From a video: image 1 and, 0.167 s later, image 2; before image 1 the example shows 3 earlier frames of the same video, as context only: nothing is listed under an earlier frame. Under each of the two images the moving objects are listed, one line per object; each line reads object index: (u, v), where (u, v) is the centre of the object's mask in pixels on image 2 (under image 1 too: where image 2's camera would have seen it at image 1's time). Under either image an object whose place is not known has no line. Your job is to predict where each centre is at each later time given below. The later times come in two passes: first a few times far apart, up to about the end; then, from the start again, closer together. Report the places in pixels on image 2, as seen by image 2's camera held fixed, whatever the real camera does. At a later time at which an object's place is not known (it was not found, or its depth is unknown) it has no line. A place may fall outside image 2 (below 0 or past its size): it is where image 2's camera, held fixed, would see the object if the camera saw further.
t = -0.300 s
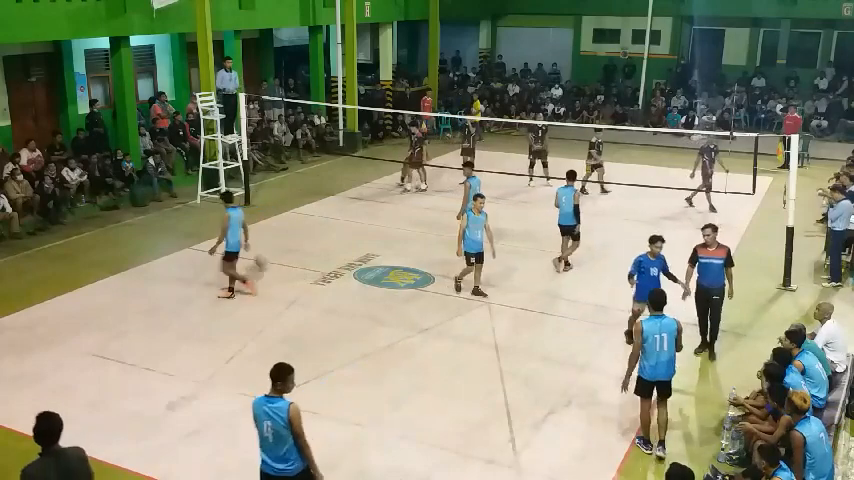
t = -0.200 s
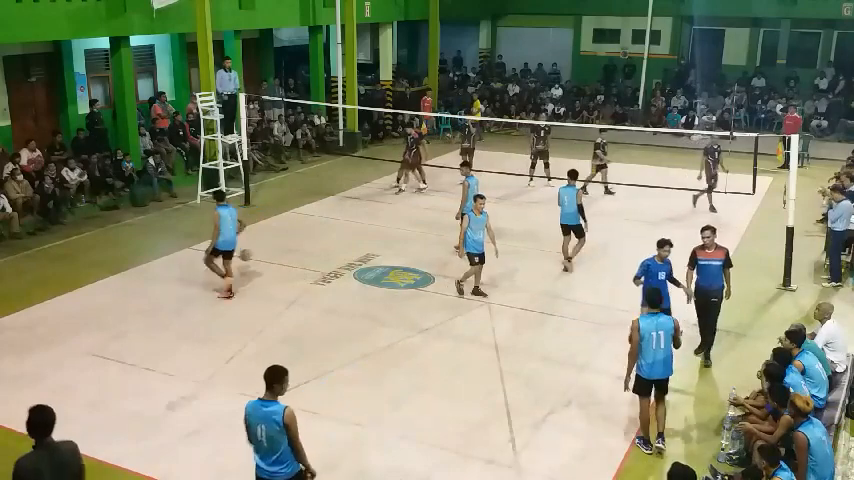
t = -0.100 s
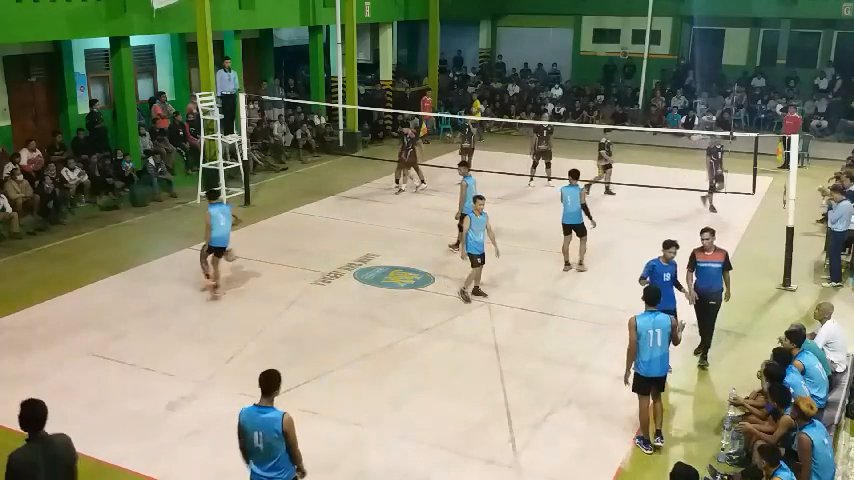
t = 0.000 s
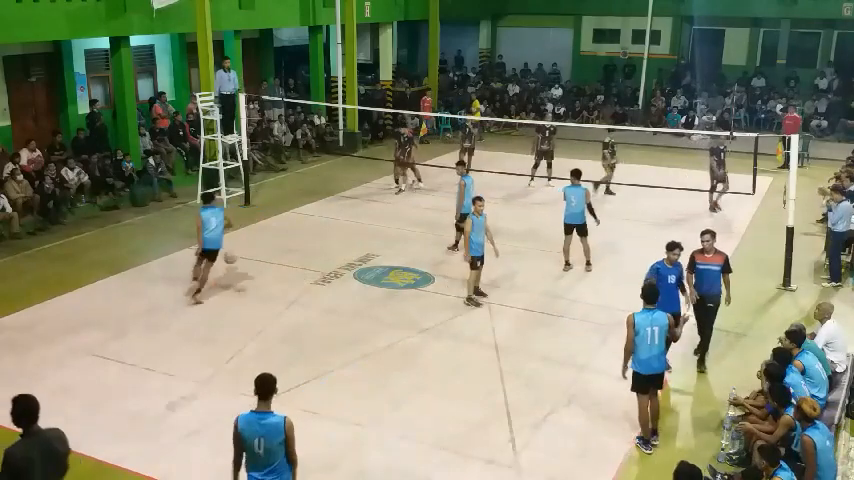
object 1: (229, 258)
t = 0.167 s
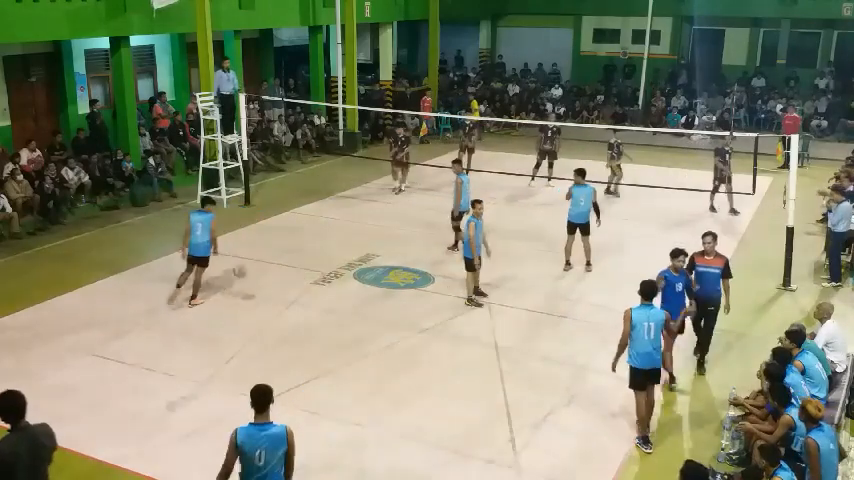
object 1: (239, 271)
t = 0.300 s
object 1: (247, 295)
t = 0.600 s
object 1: (255, 291)
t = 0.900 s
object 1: (262, 321)
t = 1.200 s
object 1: (267, 329)
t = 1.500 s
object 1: (279, 369)
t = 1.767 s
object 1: (286, 368)
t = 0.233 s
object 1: (243, 282)
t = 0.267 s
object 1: (245, 288)
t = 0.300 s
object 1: (247, 295)
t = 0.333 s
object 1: (250, 304)
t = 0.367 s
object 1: (252, 308)
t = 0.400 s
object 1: (252, 305)
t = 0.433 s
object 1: (253, 299)
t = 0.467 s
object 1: (253, 296)
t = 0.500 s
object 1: (254, 294)
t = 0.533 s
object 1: (254, 293)
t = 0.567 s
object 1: (255, 292)
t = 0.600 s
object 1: (255, 291)
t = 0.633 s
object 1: (255, 292)
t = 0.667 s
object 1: (257, 292)
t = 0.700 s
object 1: (257, 295)
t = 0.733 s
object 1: (258, 297)
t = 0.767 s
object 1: (259, 300)
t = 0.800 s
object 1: (259, 304)
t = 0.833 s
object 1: (260, 309)
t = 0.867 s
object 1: (261, 314)
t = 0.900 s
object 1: (262, 321)
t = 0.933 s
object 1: (263, 328)
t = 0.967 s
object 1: (264, 337)
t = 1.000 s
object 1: (265, 339)
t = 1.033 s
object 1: (266, 337)
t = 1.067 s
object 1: (266, 331)
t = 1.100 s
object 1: (267, 330)
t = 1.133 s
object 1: (267, 328)
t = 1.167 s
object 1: (267, 328)
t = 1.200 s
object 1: (267, 329)
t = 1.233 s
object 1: (269, 330)
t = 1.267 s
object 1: (270, 331)
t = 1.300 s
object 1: (272, 334)
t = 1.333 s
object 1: (274, 338)
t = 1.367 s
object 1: (276, 342)
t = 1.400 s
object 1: (276, 348)
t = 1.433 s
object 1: (276, 354)
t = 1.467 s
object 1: (278, 362)
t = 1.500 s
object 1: (279, 369)
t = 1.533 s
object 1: (280, 371)
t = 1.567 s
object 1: (281, 366)
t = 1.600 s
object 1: (282, 364)
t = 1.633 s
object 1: (282, 364)
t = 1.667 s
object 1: (283, 364)
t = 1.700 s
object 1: (284, 364)
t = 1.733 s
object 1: (285, 365)
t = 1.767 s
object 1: (286, 368)
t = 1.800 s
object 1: (287, 371)
